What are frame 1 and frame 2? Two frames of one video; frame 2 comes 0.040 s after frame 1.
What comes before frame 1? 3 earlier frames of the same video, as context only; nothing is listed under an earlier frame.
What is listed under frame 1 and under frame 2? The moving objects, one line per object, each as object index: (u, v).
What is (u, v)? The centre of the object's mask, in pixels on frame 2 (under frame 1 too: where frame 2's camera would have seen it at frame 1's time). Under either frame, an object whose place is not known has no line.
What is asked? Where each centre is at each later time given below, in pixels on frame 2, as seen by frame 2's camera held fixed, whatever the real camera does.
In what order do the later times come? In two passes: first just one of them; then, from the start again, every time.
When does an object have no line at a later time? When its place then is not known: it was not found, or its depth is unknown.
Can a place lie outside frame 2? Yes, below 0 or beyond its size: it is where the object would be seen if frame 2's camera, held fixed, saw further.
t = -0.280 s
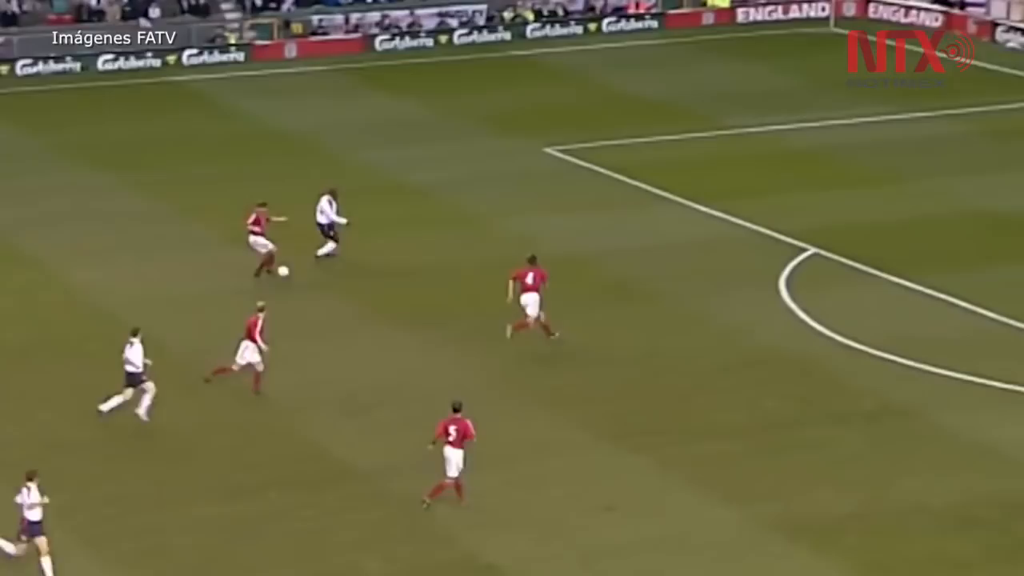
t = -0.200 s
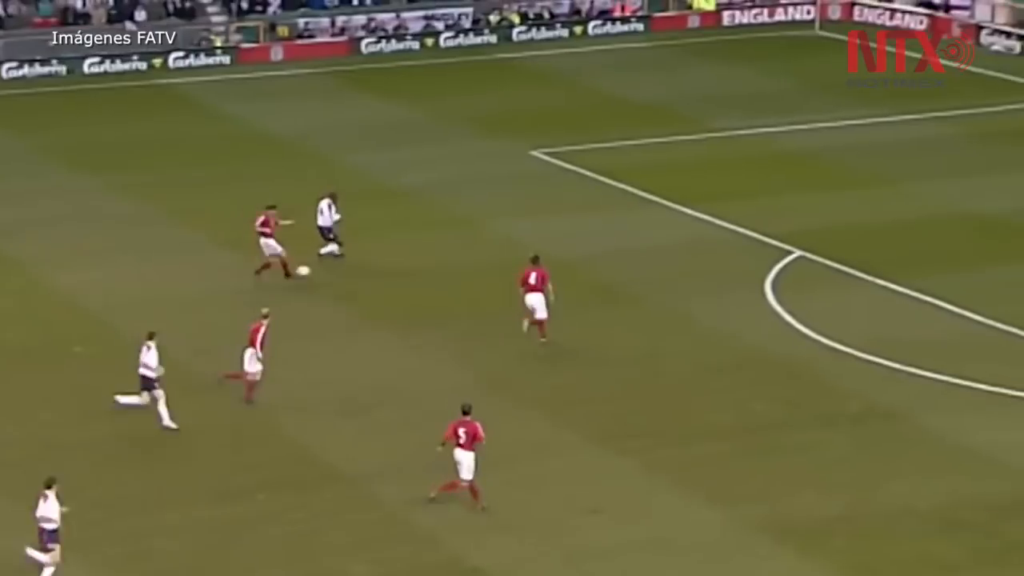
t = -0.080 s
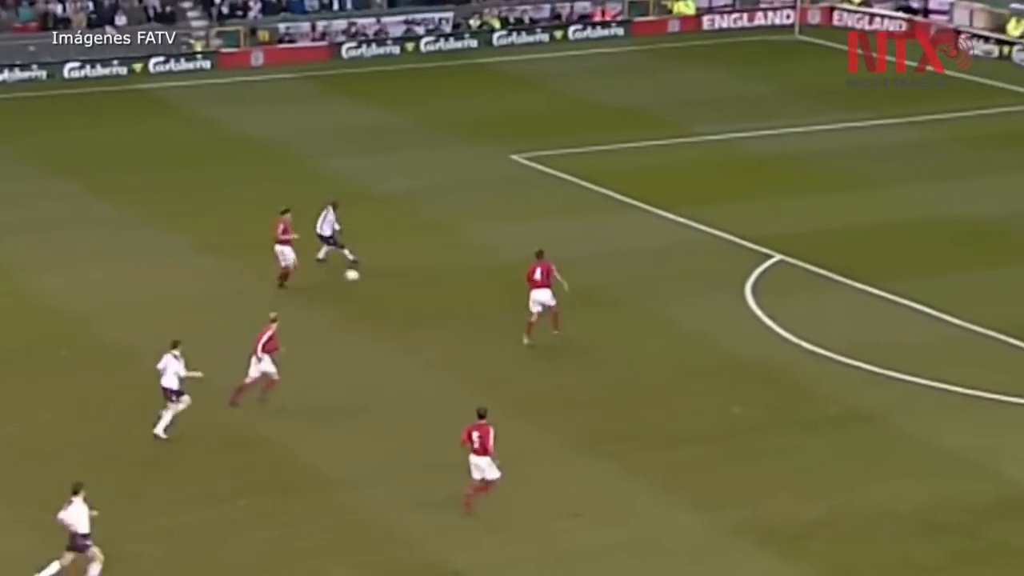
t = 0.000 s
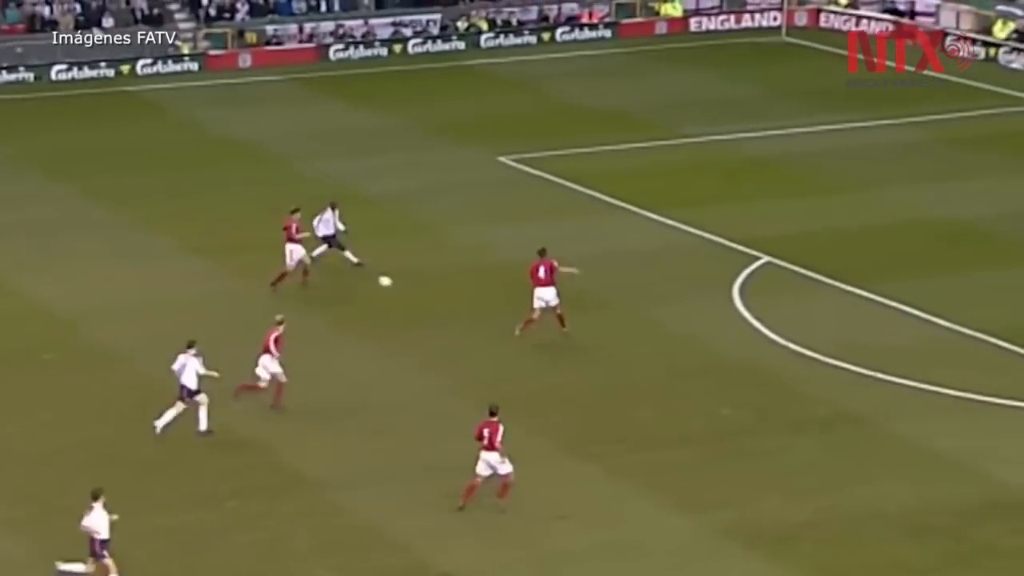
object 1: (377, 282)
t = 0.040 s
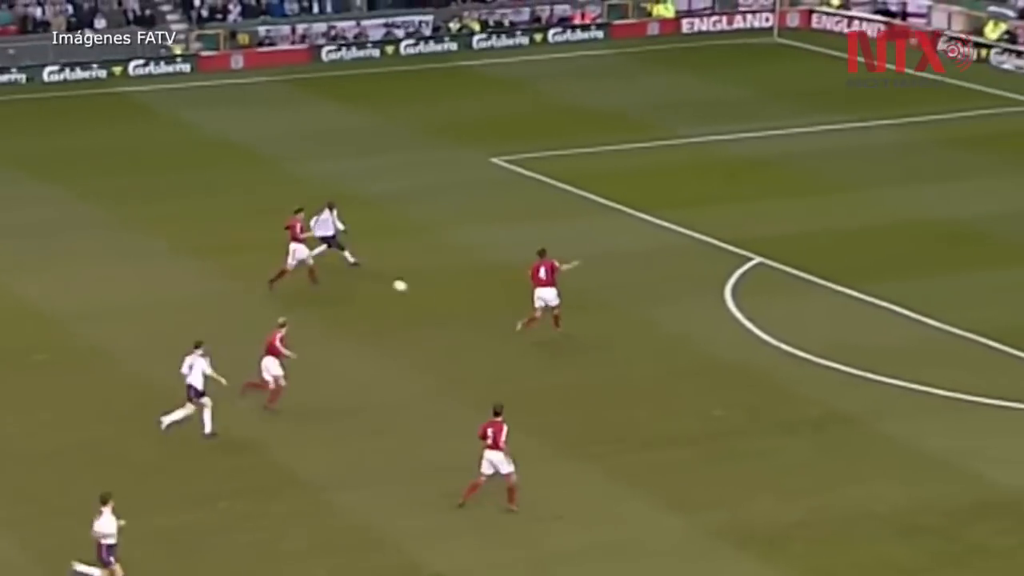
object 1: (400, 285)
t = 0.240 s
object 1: (509, 311)
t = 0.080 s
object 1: (422, 290)
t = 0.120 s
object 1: (444, 295)
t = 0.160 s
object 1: (467, 302)
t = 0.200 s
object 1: (489, 309)
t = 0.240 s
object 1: (509, 311)
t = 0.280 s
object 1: (528, 309)
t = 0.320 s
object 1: (547, 309)
